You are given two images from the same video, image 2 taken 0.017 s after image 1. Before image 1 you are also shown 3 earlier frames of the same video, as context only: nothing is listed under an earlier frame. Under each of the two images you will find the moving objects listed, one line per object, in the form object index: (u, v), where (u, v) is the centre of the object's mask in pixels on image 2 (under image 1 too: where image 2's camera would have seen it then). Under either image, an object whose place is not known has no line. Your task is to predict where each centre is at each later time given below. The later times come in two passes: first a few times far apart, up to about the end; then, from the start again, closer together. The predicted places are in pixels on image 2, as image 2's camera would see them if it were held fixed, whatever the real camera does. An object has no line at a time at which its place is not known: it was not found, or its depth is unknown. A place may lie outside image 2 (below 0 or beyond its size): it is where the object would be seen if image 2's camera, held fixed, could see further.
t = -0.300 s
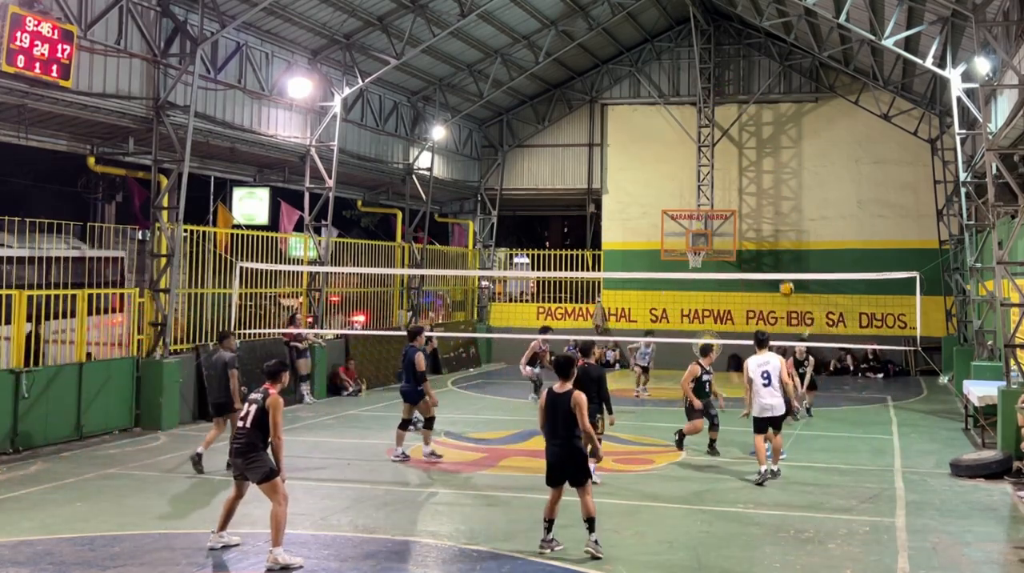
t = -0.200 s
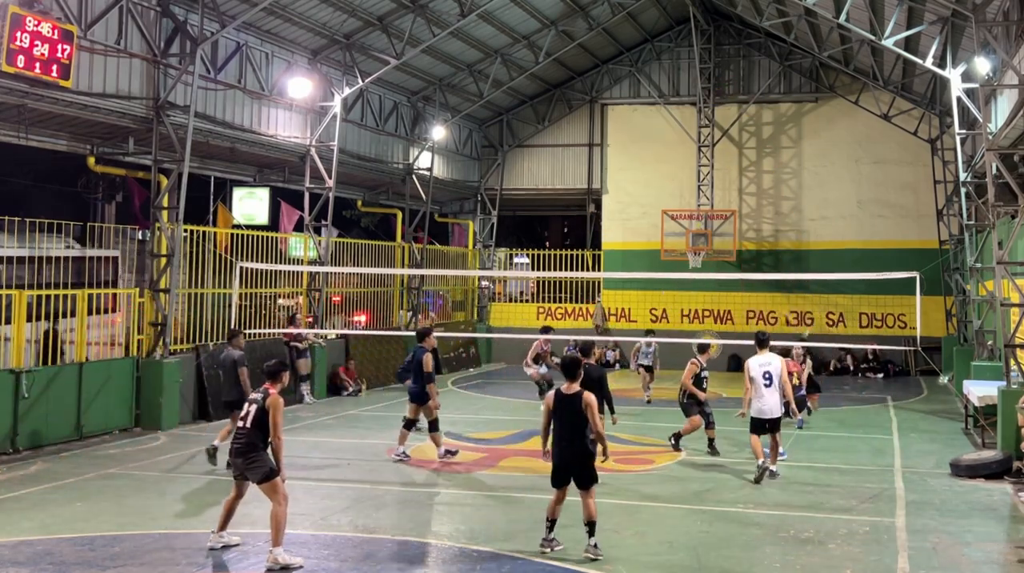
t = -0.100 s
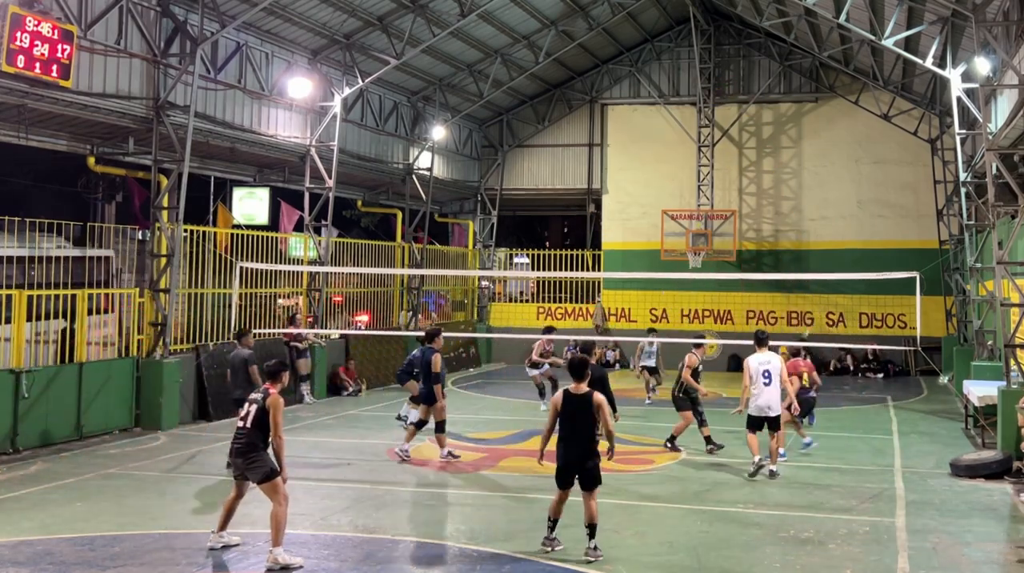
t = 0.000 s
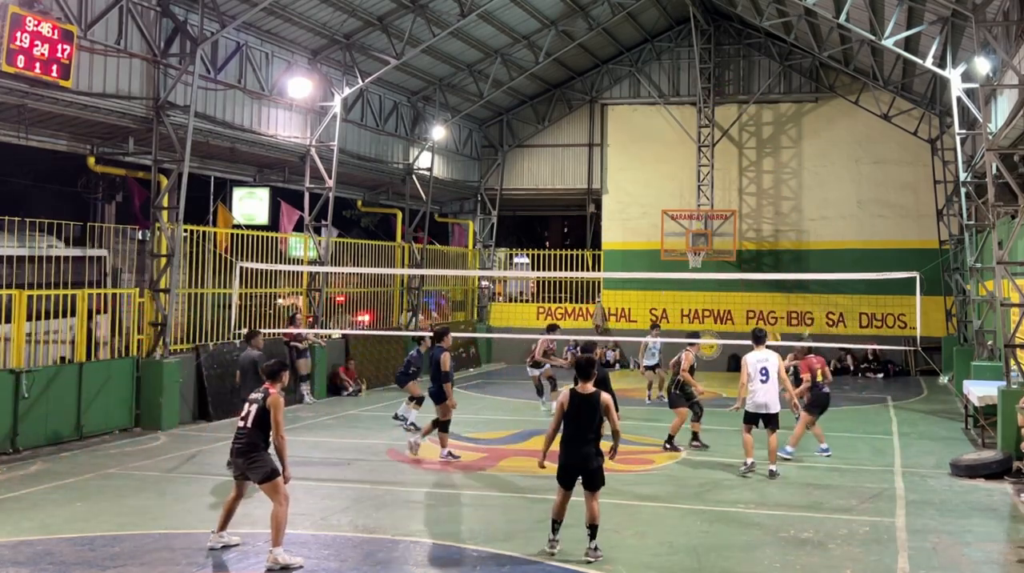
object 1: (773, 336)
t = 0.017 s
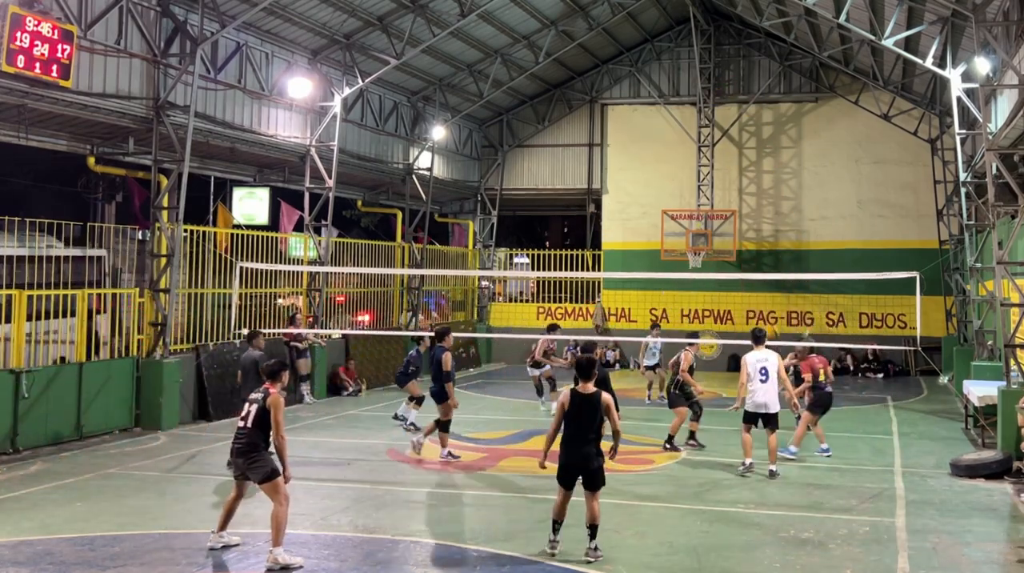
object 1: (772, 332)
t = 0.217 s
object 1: (740, 256)
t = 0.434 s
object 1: (706, 203)
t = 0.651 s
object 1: (674, 179)
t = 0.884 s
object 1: (638, 186)
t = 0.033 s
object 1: (768, 324)
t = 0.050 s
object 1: (766, 317)
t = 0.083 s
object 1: (761, 304)
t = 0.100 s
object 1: (758, 296)
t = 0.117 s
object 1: (755, 288)
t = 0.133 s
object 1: (753, 284)
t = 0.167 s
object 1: (747, 268)
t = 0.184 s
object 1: (745, 265)
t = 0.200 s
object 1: (742, 261)
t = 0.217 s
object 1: (740, 256)
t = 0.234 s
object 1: (737, 250)
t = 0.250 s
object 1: (735, 244)
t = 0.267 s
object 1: (732, 240)
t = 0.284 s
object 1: (729, 236)
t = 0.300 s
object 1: (727, 231)
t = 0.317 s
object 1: (724, 226)
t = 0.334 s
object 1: (722, 223)
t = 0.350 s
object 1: (720, 219)
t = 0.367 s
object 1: (716, 216)
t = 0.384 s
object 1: (714, 212)
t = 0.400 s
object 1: (713, 208)
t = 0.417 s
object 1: (709, 205)
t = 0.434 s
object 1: (706, 203)
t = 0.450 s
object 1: (703, 200)
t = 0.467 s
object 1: (701, 198)
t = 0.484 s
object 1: (699, 194)
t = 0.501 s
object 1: (697, 192)
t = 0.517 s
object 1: (694, 190)
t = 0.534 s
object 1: (691, 187)
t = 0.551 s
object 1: (689, 186)
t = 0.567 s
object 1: (686, 185)
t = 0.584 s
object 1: (683, 183)
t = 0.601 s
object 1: (681, 182)
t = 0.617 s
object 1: (678, 181)
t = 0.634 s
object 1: (677, 180)
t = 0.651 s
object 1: (674, 179)
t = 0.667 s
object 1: (671, 179)
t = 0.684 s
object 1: (668, 178)
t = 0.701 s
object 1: (666, 178)
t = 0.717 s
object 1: (663, 178)
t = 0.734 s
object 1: (661, 178)
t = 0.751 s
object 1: (659, 178)
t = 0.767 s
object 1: (656, 178)
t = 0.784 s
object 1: (653, 179)
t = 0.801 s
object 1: (651, 180)
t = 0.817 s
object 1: (648, 180)
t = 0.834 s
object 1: (646, 181)
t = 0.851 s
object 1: (643, 183)
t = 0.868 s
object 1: (640, 184)
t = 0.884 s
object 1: (638, 186)
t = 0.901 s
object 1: (635, 188)
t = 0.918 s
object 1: (633, 189)
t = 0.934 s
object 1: (631, 192)
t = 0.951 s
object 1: (628, 194)
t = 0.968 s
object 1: (626, 197)
